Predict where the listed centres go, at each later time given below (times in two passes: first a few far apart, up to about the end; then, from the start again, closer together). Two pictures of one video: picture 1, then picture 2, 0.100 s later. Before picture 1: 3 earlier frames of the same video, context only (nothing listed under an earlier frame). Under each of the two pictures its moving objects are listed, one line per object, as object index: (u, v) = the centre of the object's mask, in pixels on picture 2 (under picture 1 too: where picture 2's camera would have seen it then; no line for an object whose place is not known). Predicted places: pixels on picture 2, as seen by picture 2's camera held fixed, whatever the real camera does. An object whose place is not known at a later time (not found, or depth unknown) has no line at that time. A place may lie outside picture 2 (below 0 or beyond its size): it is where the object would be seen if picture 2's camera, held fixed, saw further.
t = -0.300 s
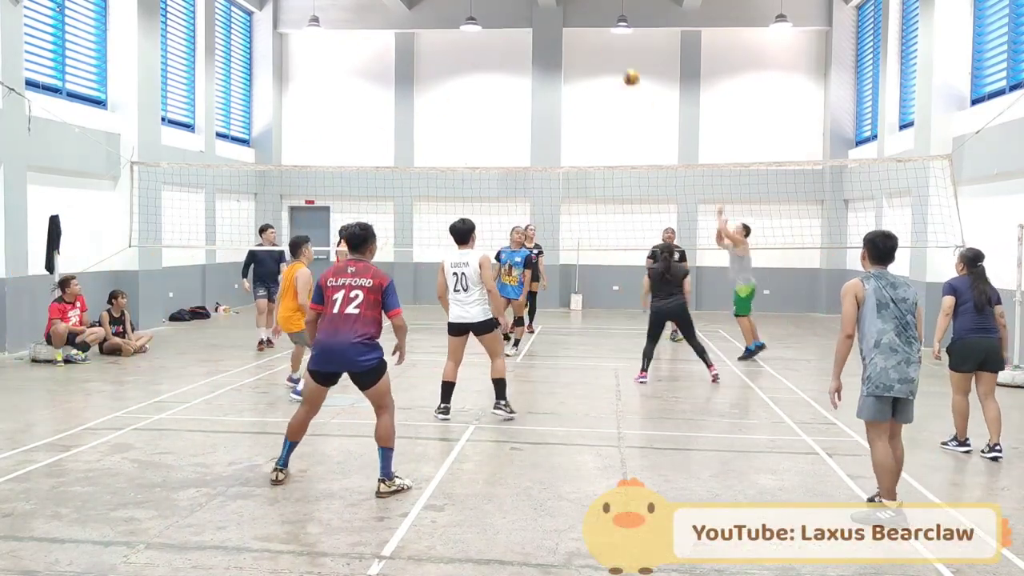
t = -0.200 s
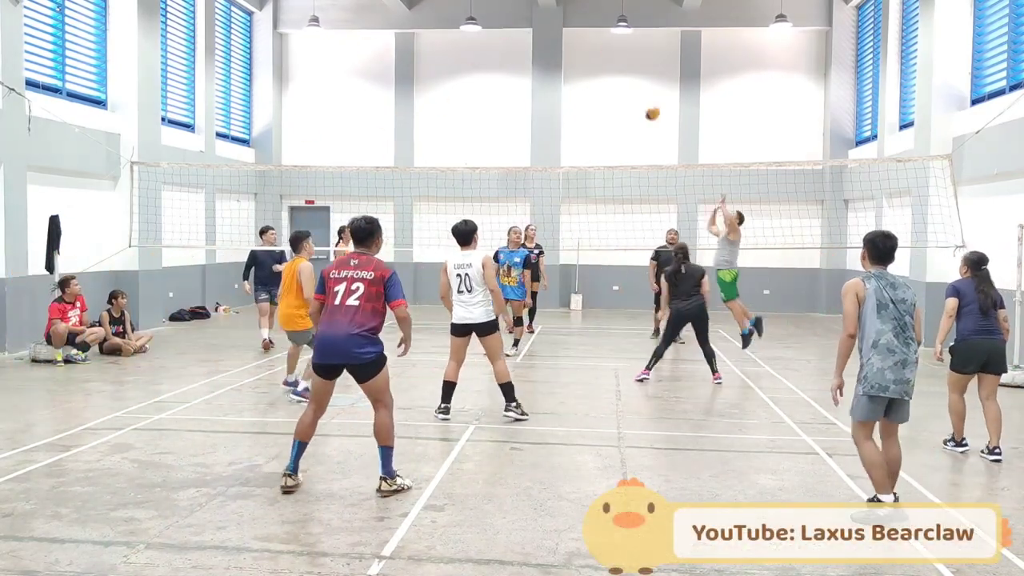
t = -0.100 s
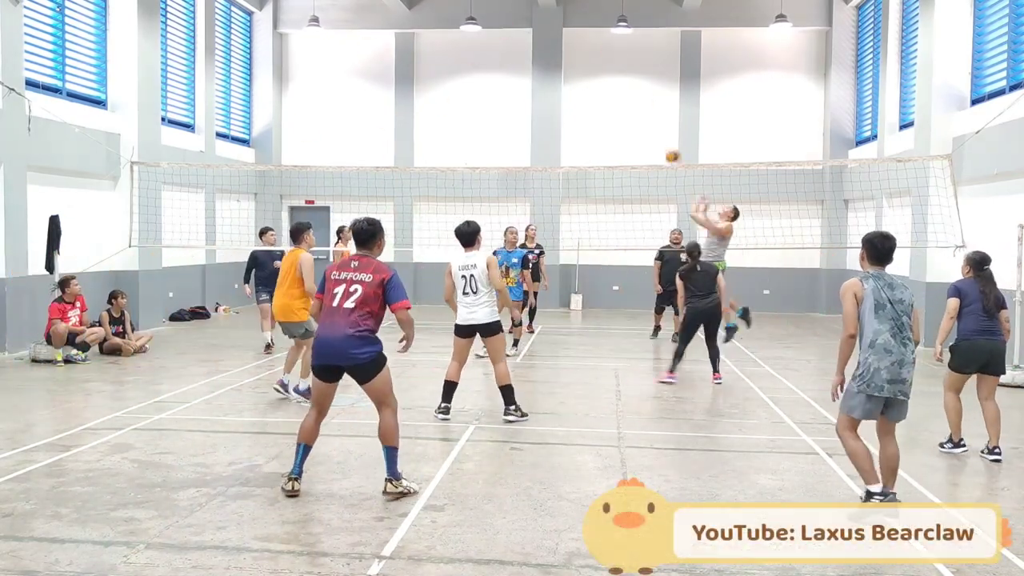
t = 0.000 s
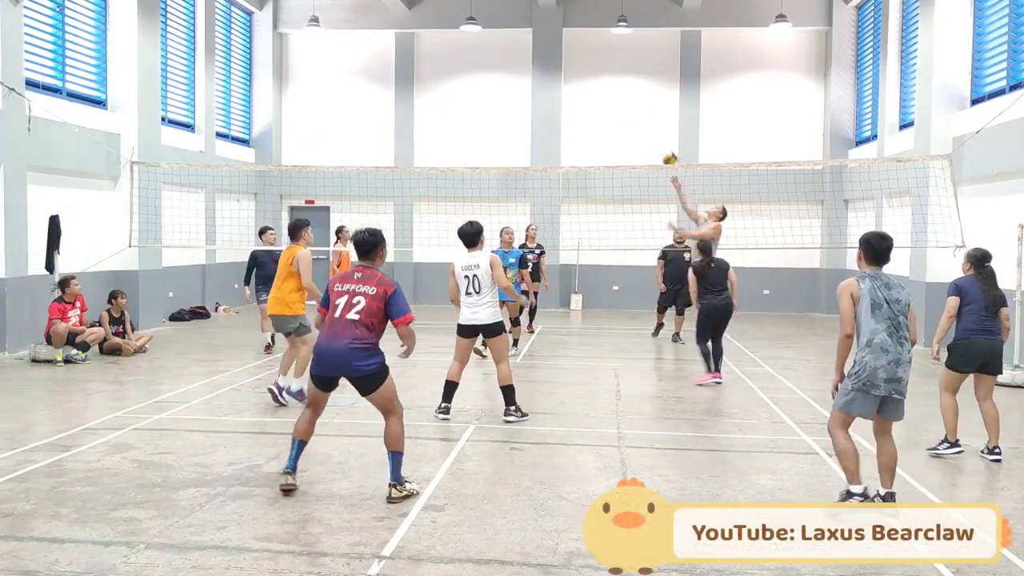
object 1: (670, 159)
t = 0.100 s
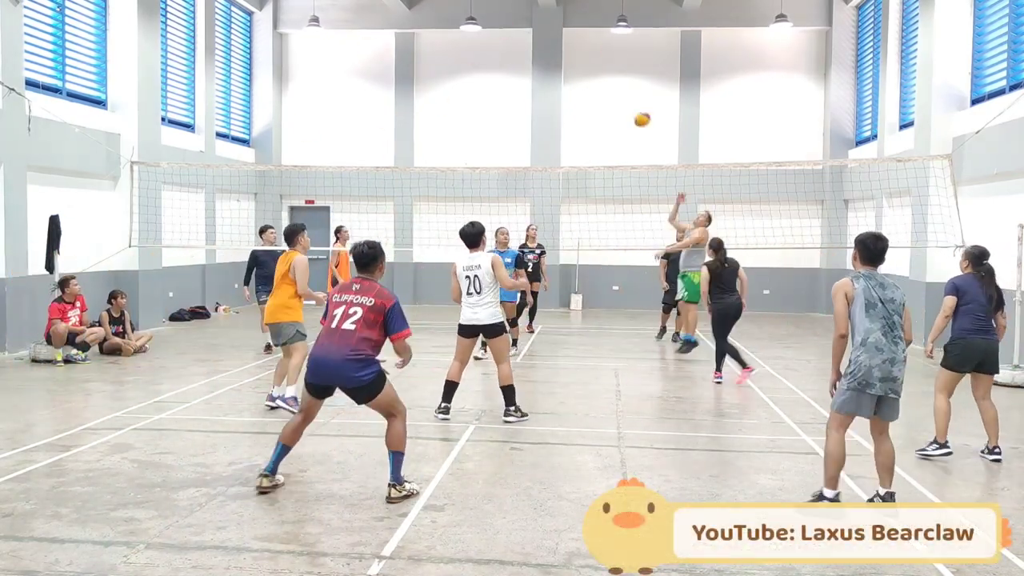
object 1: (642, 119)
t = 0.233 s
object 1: (599, 72)
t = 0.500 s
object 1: (478, 11)
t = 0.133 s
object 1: (632, 107)
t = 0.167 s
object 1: (621, 95)
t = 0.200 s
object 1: (610, 83)
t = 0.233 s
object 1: (599, 72)
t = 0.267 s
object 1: (586, 62)
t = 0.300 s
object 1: (573, 53)
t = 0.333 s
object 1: (559, 43)
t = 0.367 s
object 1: (547, 35)
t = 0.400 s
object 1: (530, 27)
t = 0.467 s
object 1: (496, 15)
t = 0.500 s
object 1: (478, 11)
